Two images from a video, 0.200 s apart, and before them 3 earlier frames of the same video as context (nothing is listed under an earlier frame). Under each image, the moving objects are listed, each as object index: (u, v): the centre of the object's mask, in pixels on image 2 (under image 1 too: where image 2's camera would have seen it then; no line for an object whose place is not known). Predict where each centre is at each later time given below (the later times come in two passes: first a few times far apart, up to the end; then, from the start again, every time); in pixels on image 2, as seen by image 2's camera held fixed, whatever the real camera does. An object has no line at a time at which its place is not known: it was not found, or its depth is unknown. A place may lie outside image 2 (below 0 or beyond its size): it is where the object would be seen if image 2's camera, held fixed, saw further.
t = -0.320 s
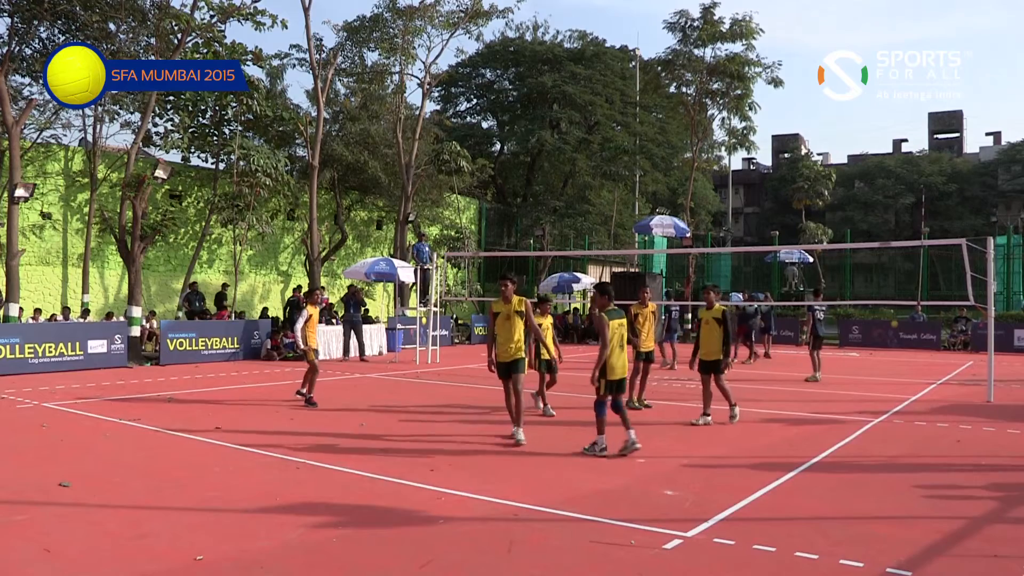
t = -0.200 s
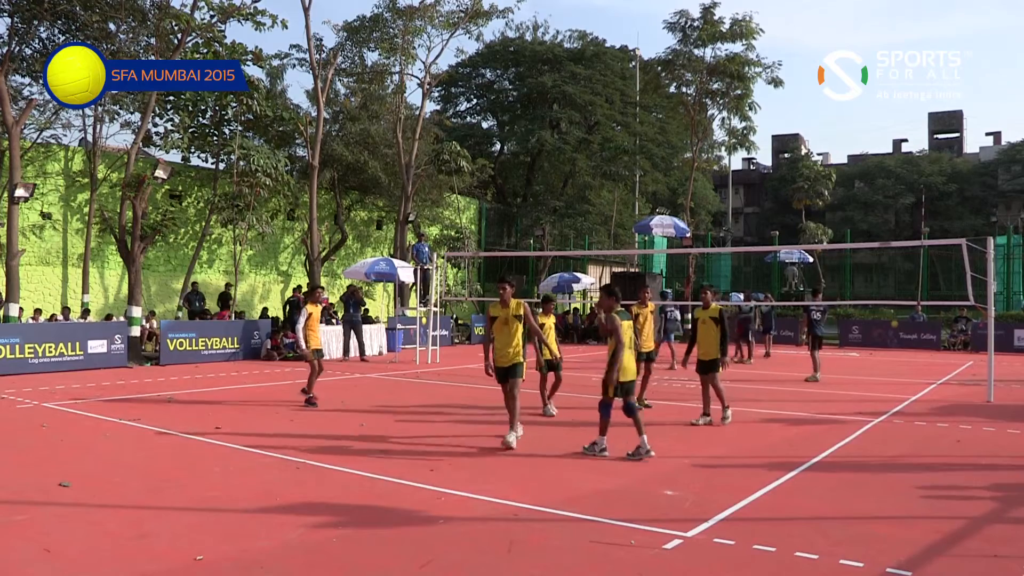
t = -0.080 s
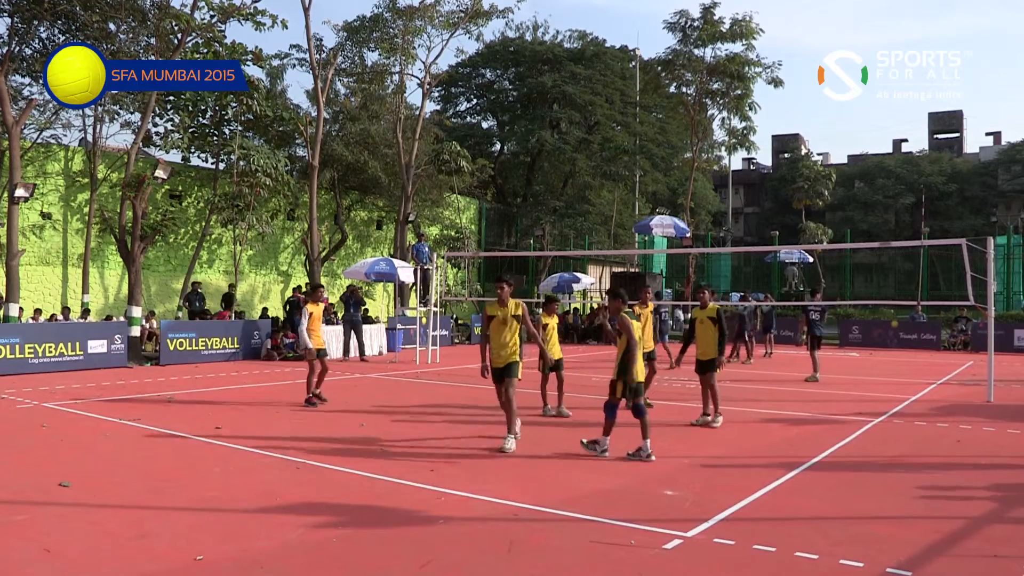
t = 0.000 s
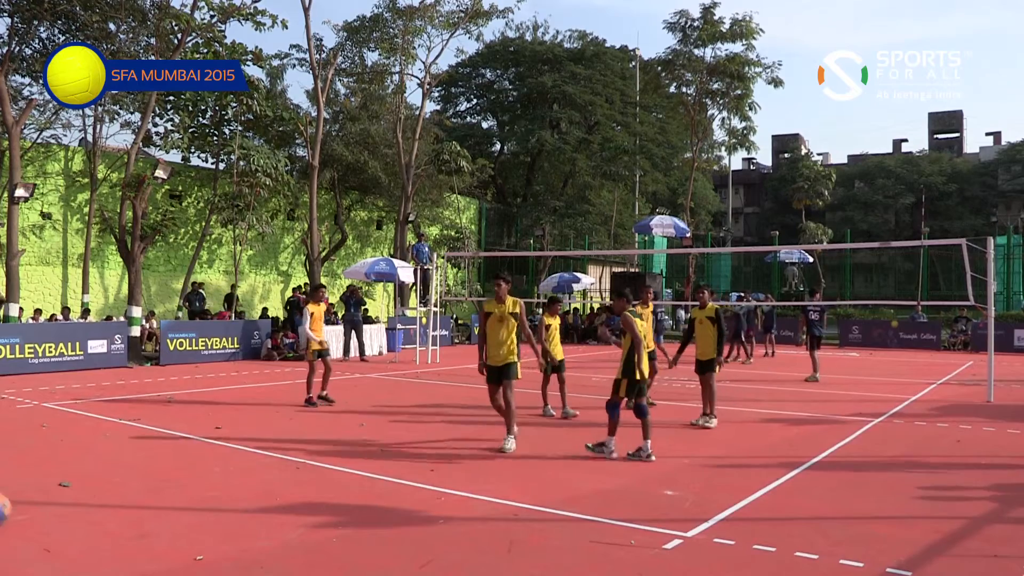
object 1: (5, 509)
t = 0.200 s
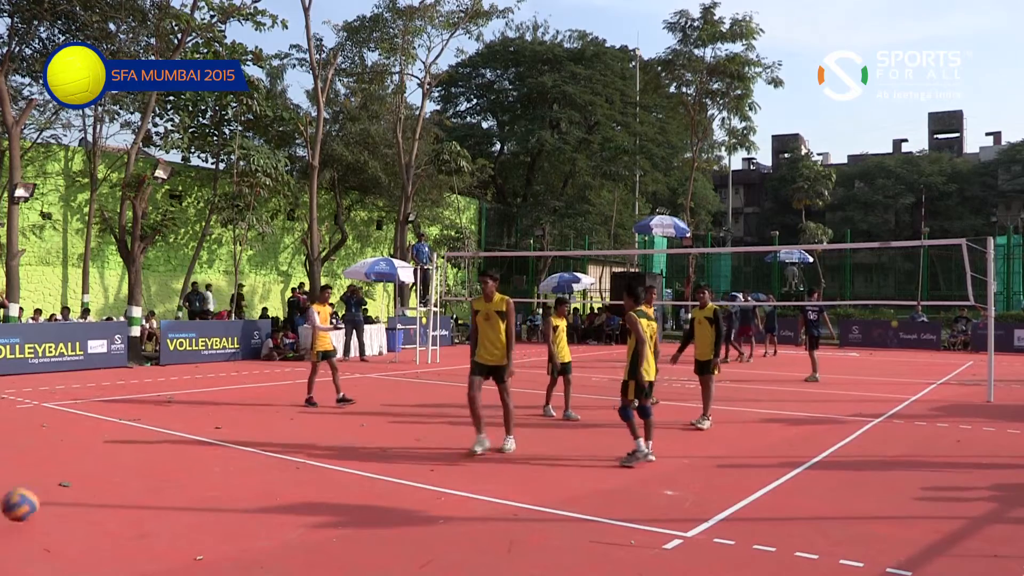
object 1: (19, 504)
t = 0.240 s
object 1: (26, 506)
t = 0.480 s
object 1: (63, 508)
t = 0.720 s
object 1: (98, 511)
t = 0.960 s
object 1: (131, 517)
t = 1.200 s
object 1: (166, 515)
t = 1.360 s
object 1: (188, 516)
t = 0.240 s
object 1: (26, 506)
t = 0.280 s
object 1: (32, 511)
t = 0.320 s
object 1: (38, 517)
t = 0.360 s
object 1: (44, 512)
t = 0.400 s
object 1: (50, 508)
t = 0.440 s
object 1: (56, 507)
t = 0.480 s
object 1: (63, 508)
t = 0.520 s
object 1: (69, 512)
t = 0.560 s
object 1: (75, 518)
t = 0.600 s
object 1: (81, 513)
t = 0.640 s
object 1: (86, 510)
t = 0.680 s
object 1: (92, 509)
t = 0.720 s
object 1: (98, 511)
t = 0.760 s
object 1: (103, 516)
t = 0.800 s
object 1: (109, 516)
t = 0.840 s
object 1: (115, 512)
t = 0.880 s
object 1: (119, 512)
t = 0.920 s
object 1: (125, 513)
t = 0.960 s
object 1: (131, 517)
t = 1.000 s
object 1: (136, 516)
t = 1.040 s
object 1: (142, 514)
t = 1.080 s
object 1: (148, 514)
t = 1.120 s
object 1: (154, 517)
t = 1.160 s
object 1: (160, 517)
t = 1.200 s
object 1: (166, 515)
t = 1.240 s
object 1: (171, 516)
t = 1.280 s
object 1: (177, 519)
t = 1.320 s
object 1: (182, 517)
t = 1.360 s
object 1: (188, 516)
